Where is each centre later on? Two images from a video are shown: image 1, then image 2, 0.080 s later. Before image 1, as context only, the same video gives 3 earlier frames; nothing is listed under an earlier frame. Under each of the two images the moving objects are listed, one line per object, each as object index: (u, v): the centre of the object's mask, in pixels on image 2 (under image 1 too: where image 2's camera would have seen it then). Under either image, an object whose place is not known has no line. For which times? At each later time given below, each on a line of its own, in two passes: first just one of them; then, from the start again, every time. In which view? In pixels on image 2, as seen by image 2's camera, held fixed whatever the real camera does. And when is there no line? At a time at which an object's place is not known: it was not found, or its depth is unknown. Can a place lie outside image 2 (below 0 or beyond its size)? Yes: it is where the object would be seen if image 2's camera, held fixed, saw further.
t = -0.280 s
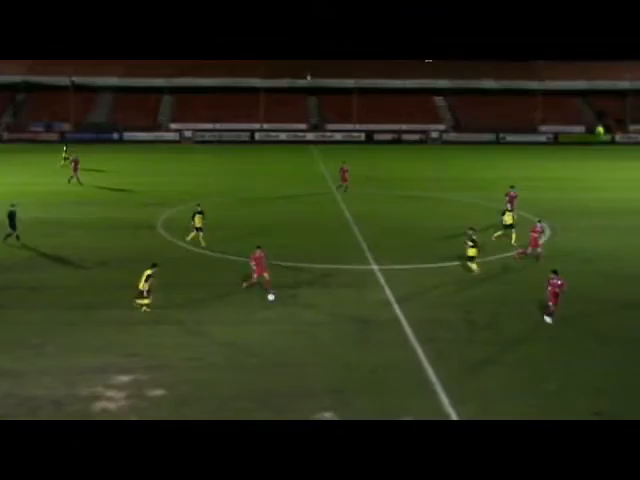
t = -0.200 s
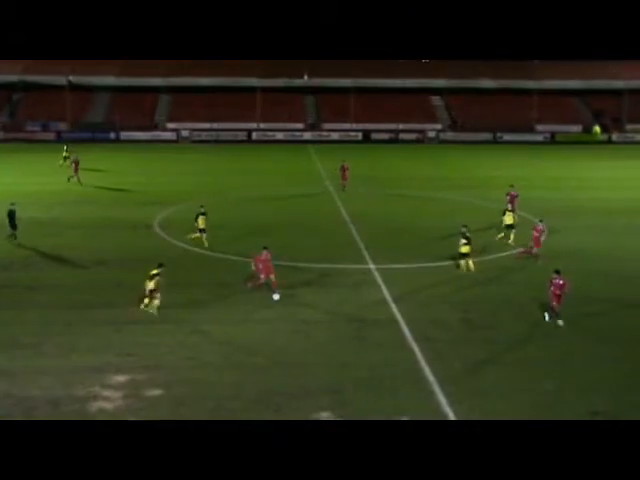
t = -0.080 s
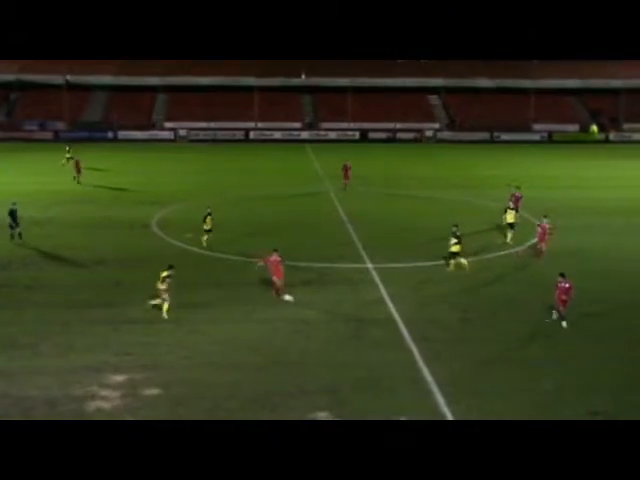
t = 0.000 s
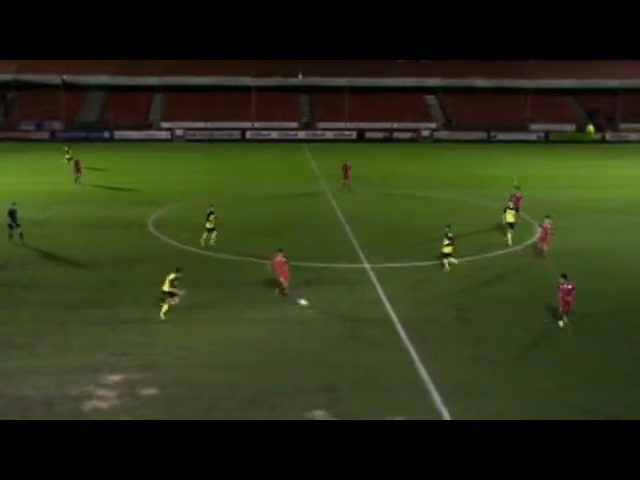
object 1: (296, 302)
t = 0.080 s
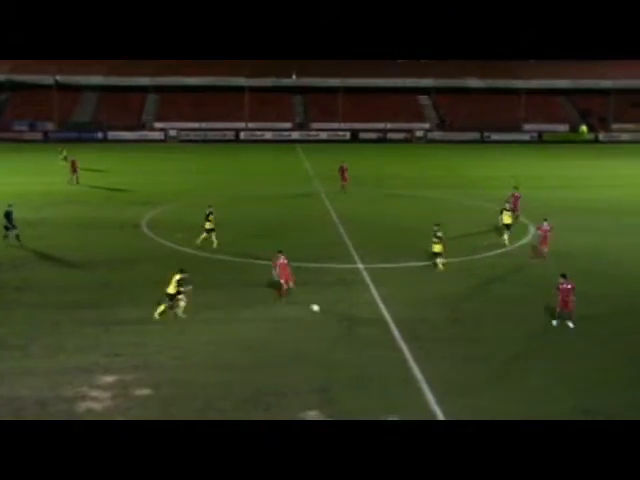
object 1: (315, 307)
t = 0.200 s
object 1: (339, 311)
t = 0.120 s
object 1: (323, 310)
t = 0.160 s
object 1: (332, 311)
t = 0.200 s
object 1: (339, 311)
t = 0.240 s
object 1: (345, 312)
